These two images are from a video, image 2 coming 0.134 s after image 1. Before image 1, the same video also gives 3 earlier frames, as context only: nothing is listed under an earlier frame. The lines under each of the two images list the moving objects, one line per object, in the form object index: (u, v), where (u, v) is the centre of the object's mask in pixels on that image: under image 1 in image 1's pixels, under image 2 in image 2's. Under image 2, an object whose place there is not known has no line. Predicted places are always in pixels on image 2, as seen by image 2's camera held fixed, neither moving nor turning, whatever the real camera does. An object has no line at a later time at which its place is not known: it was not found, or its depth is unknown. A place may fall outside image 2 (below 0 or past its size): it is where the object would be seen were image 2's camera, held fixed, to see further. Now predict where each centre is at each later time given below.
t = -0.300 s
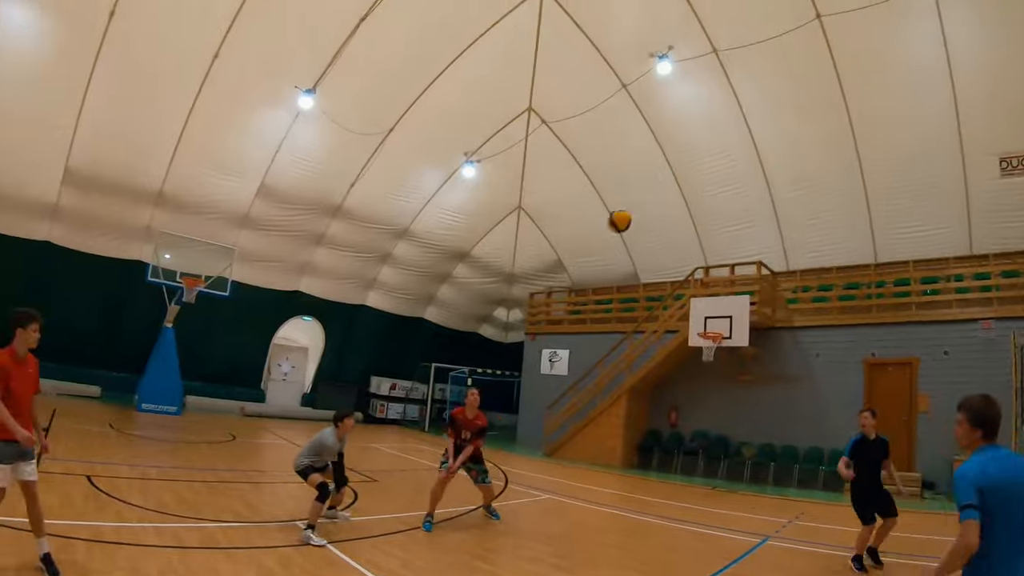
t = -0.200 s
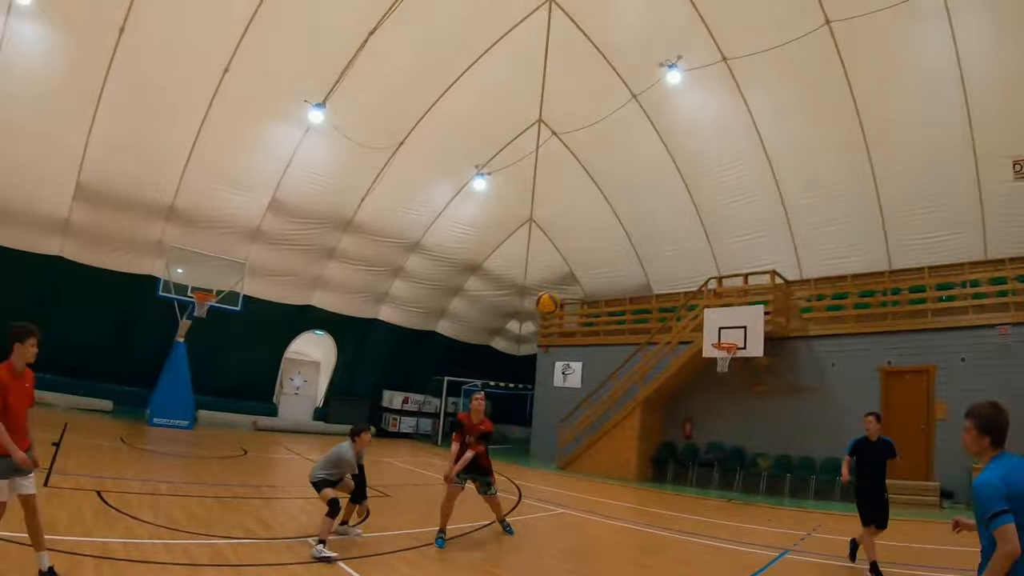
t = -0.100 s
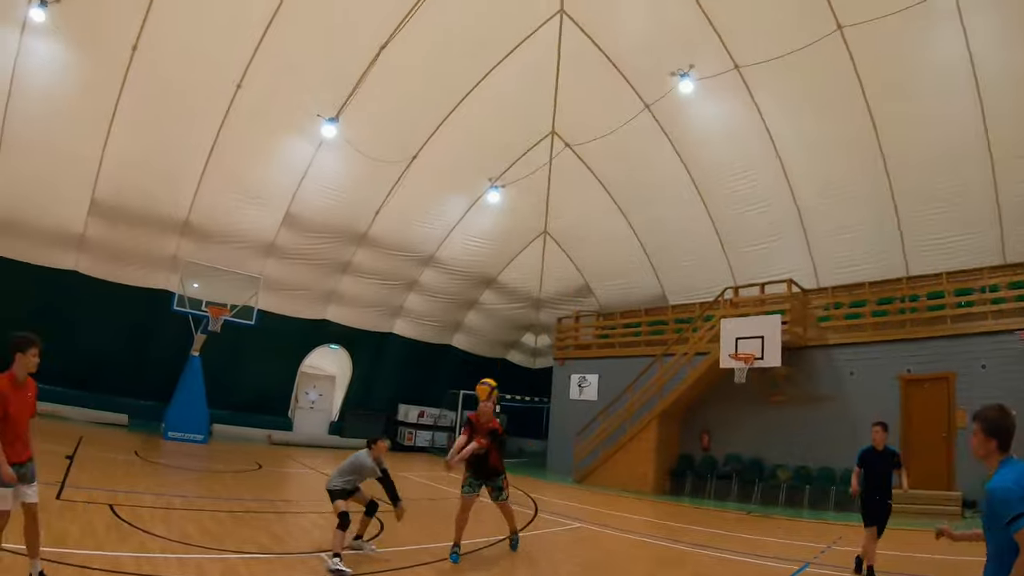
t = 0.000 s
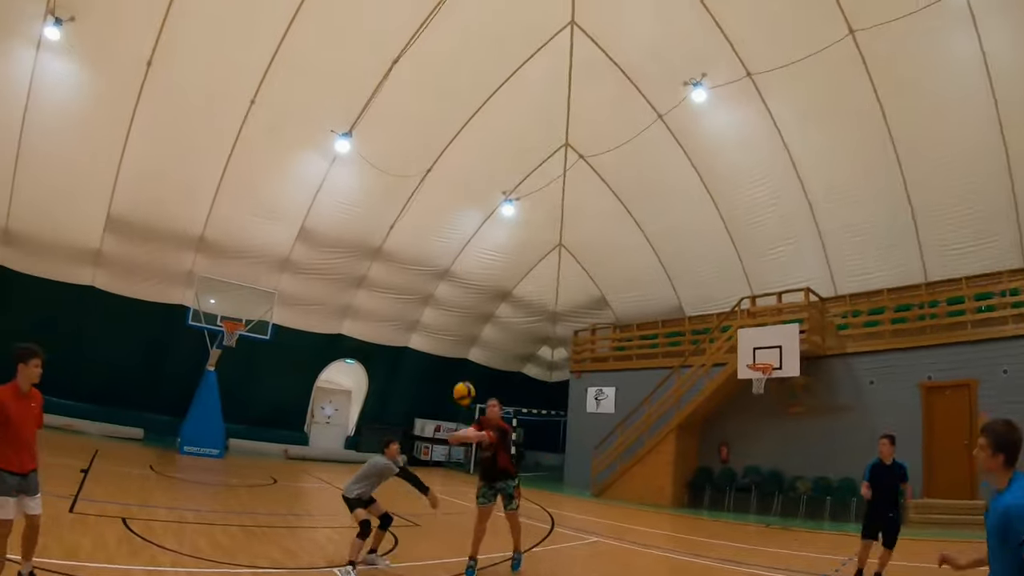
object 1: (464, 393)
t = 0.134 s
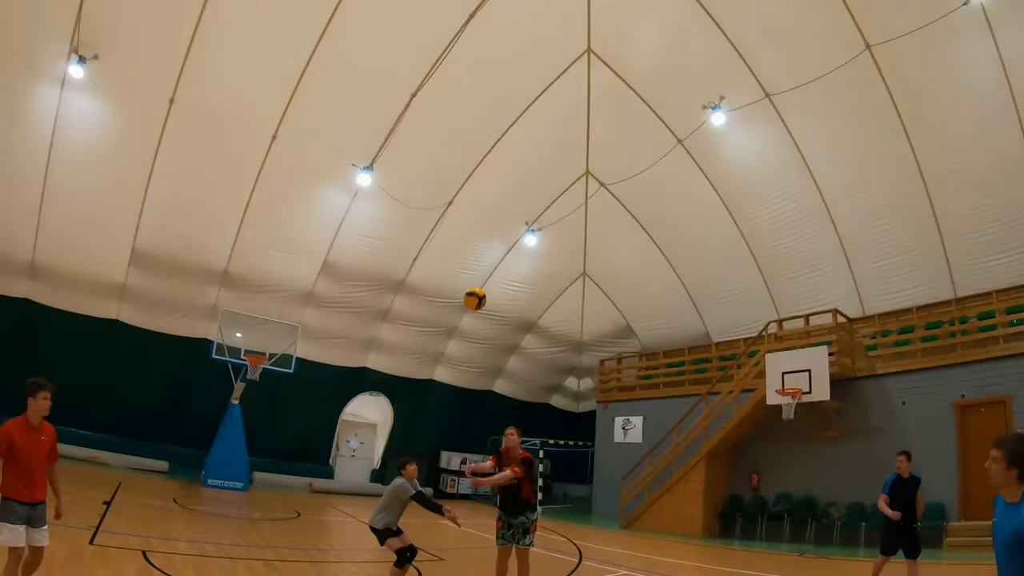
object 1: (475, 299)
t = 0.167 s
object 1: (472, 271)
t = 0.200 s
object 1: (469, 244)
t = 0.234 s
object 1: (467, 217)
